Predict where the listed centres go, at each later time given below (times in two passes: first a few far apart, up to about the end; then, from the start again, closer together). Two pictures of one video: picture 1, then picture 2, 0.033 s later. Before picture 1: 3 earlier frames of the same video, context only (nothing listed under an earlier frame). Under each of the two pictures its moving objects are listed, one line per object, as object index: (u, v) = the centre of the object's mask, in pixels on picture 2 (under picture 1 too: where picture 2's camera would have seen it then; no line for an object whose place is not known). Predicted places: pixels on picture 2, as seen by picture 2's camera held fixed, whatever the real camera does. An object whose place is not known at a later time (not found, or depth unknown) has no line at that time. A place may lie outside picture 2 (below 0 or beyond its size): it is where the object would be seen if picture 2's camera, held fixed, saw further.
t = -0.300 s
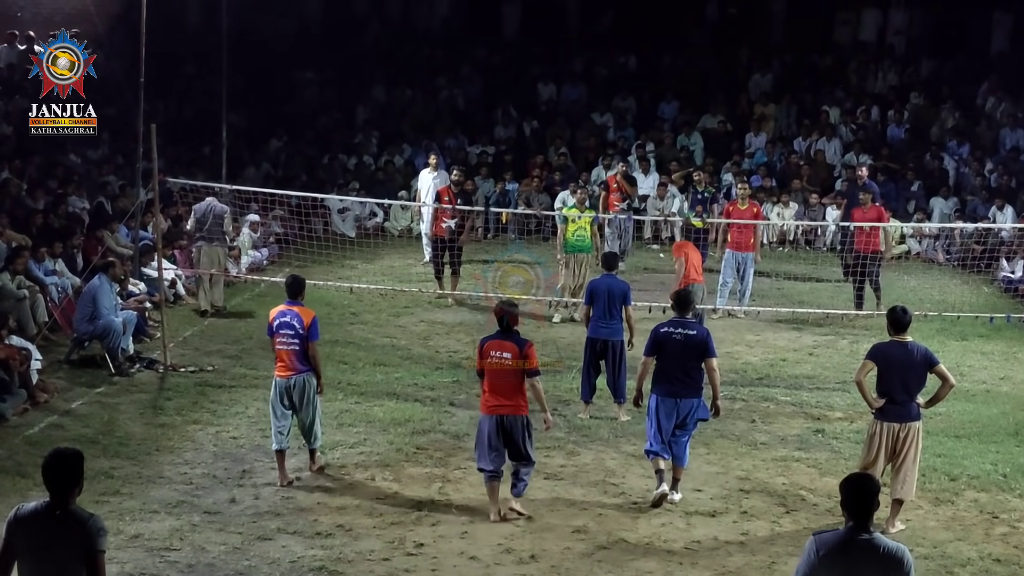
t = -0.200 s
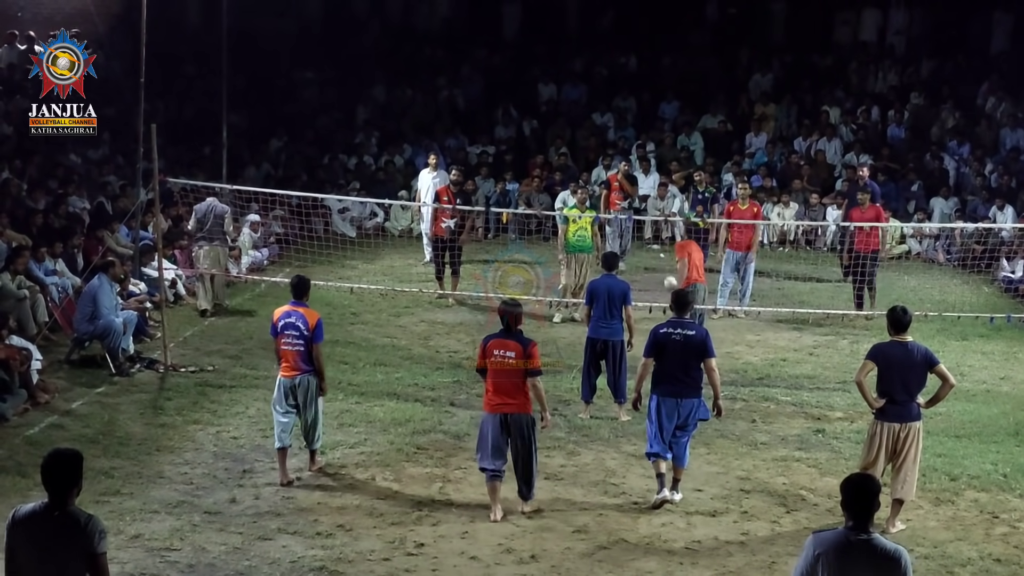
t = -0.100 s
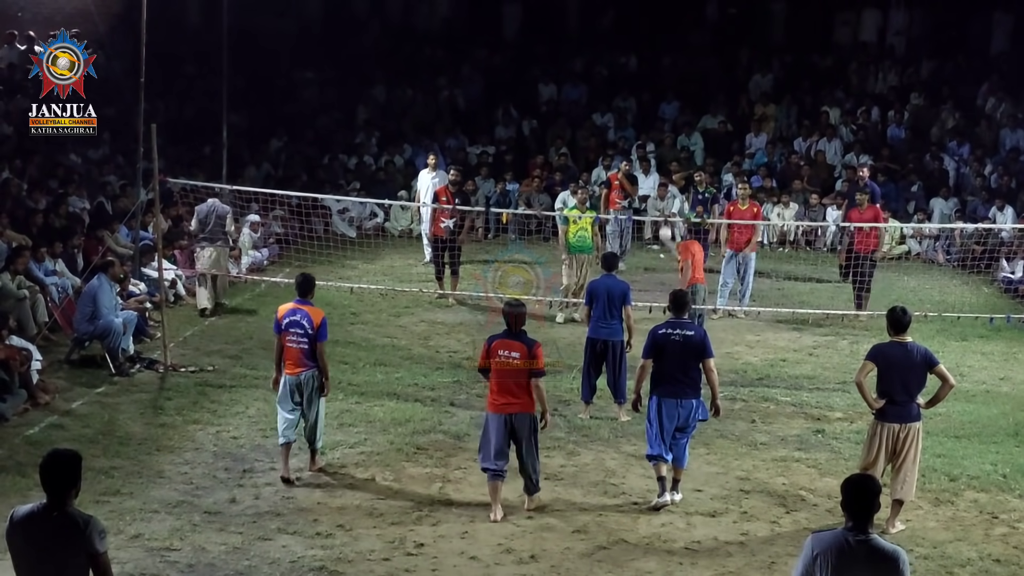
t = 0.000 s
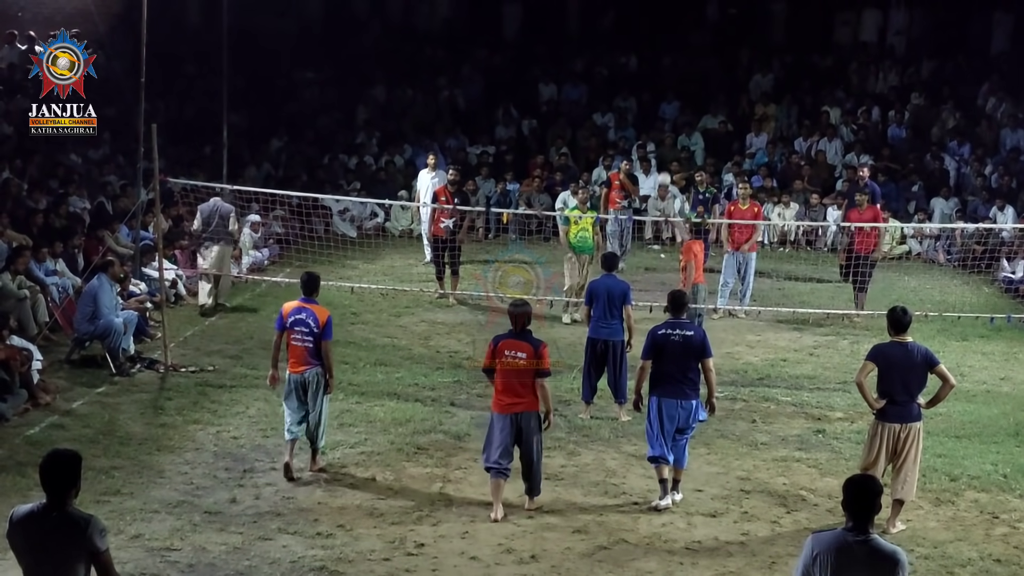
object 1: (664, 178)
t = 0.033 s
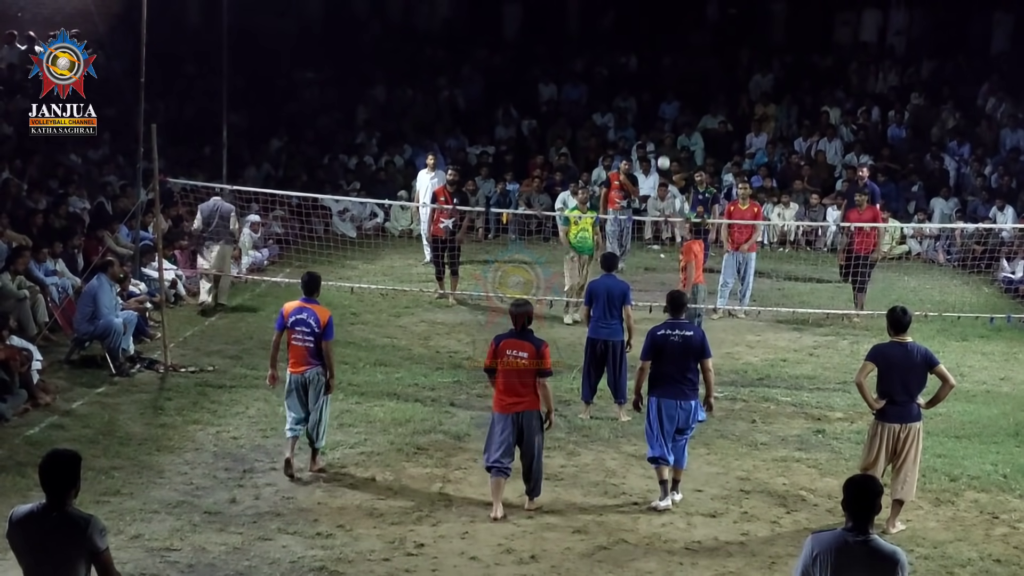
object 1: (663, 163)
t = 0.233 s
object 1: (660, 86)
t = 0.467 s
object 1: (653, 40)
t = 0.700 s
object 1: (645, 40)
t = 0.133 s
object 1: (662, 120)
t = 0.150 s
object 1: (661, 113)
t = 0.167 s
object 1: (661, 108)
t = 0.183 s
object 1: (660, 102)
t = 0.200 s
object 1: (660, 96)
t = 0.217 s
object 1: (660, 91)
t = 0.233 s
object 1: (660, 86)
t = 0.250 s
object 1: (659, 81)
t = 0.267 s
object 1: (659, 77)
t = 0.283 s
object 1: (658, 72)
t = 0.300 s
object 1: (658, 68)
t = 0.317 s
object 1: (658, 64)
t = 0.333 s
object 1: (657, 61)
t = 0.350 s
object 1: (657, 57)
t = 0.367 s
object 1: (656, 54)
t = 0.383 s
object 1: (656, 50)
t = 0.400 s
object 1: (655, 48)
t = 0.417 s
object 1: (655, 46)
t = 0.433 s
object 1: (655, 44)
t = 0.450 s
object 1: (654, 42)
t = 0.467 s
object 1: (653, 40)
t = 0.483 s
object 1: (653, 39)
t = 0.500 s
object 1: (652, 38)
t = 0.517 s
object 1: (652, 37)
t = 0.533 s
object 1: (651, 36)
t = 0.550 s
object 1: (651, 36)
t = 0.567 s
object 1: (650, 35)
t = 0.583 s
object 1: (649, 35)
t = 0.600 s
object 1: (649, 35)
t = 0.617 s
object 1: (648, 36)
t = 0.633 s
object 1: (647, 36)
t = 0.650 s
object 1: (647, 37)
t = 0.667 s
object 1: (646, 38)
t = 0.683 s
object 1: (645, 39)
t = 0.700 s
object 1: (645, 40)
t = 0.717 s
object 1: (644, 42)
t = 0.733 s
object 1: (643, 44)
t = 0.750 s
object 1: (643, 46)
